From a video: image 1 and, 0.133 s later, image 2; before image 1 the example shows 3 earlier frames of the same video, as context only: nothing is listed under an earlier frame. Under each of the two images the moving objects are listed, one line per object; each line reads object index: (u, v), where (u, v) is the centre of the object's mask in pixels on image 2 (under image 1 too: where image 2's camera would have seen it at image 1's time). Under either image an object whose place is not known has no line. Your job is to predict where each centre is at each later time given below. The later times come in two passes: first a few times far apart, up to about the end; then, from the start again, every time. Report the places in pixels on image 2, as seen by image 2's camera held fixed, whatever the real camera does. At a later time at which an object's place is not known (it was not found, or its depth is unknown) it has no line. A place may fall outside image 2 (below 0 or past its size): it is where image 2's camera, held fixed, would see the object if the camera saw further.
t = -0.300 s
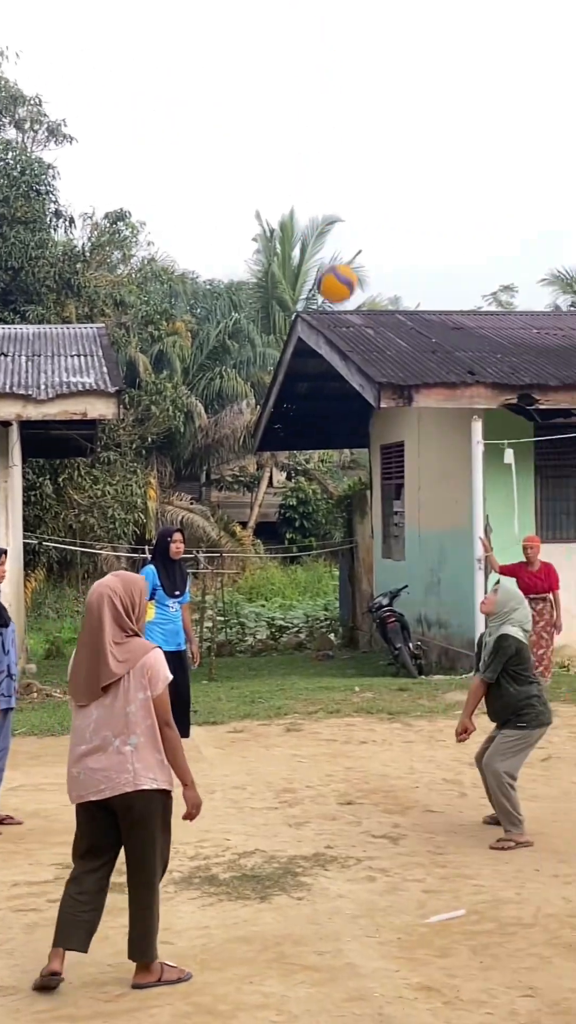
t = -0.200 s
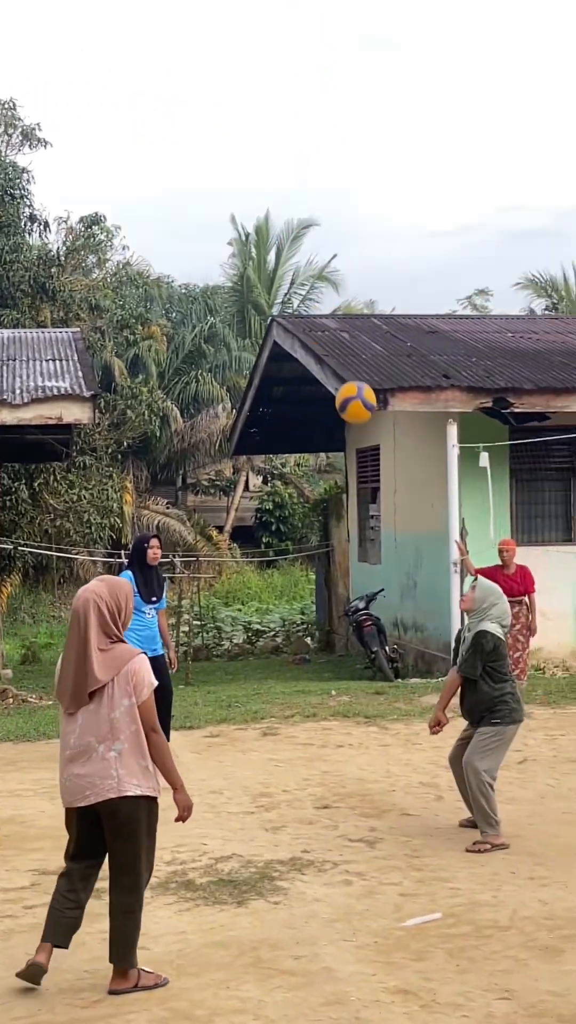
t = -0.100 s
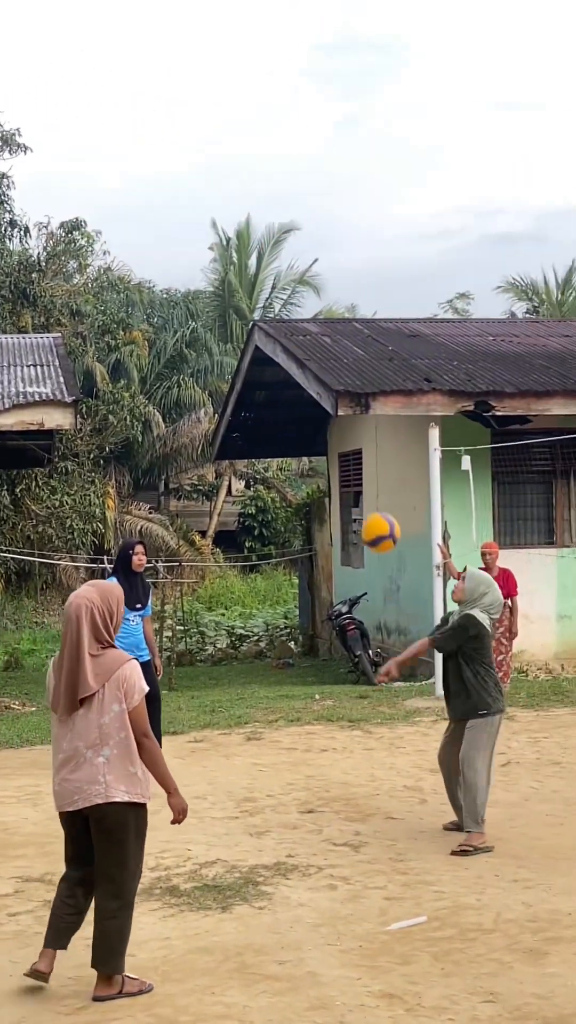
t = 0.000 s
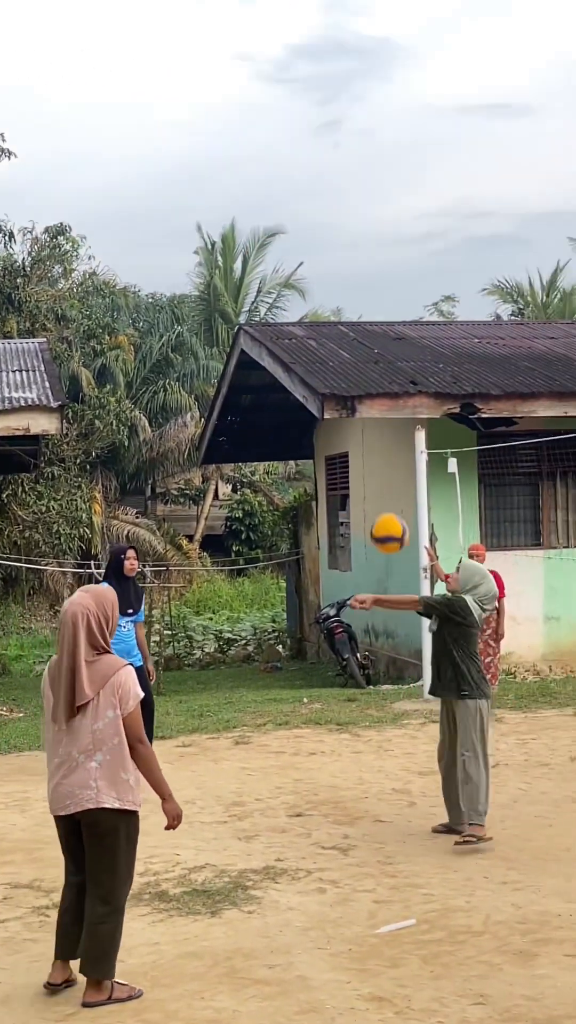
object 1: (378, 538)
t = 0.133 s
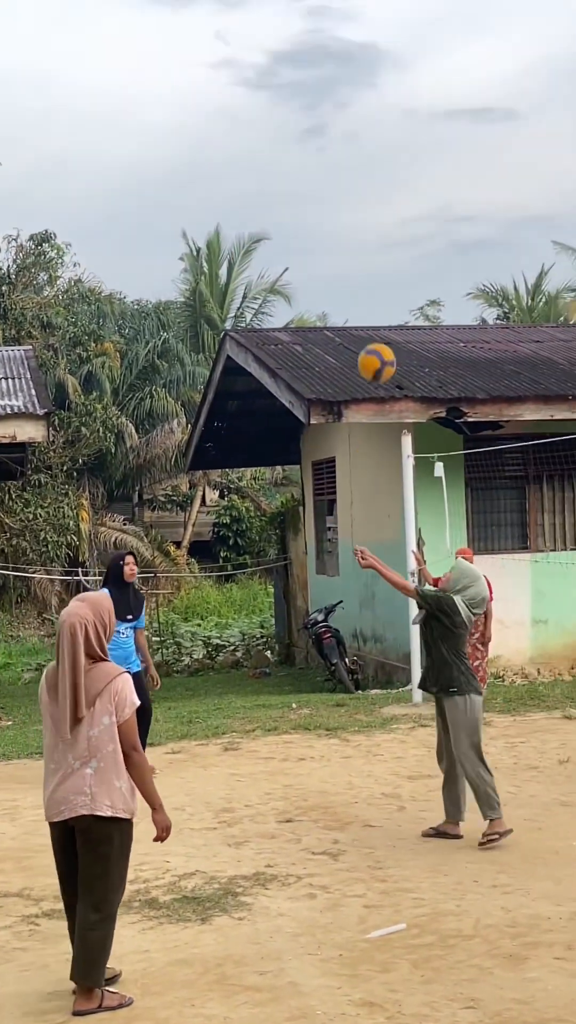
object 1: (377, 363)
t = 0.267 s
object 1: (378, 231)
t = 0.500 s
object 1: (385, 87)
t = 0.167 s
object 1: (377, 327)
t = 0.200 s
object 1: (377, 292)
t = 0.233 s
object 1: (377, 260)
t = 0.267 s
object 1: (378, 231)
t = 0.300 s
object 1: (379, 204)
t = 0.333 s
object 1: (380, 179)
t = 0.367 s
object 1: (380, 156)
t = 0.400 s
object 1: (382, 135)
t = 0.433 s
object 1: (383, 117)
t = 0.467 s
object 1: (384, 100)
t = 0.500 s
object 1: (385, 87)
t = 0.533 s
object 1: (386, 75)
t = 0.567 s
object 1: (387, 64)
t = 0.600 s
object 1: (388, 56)
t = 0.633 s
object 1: (389, 50)
